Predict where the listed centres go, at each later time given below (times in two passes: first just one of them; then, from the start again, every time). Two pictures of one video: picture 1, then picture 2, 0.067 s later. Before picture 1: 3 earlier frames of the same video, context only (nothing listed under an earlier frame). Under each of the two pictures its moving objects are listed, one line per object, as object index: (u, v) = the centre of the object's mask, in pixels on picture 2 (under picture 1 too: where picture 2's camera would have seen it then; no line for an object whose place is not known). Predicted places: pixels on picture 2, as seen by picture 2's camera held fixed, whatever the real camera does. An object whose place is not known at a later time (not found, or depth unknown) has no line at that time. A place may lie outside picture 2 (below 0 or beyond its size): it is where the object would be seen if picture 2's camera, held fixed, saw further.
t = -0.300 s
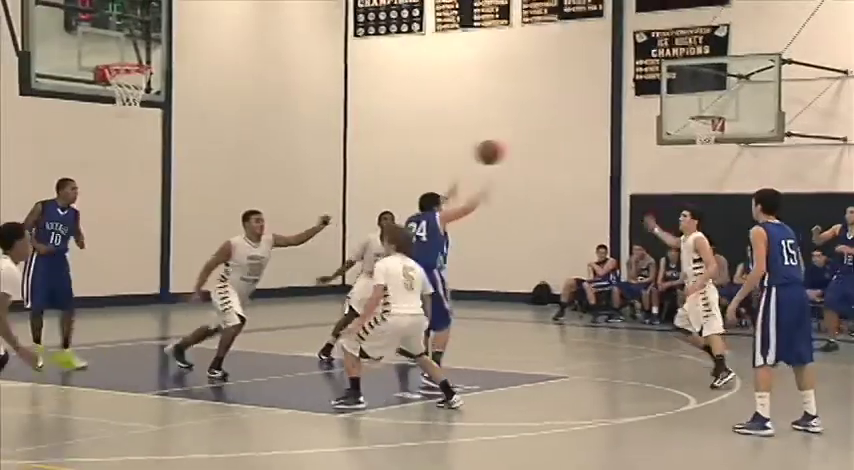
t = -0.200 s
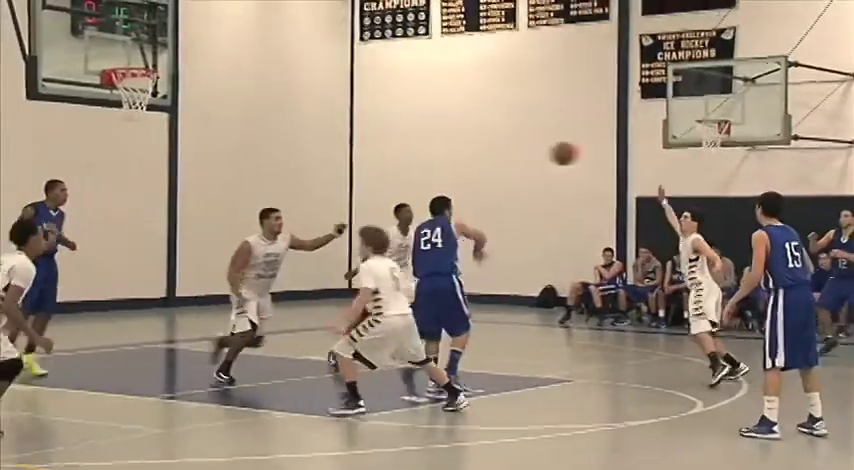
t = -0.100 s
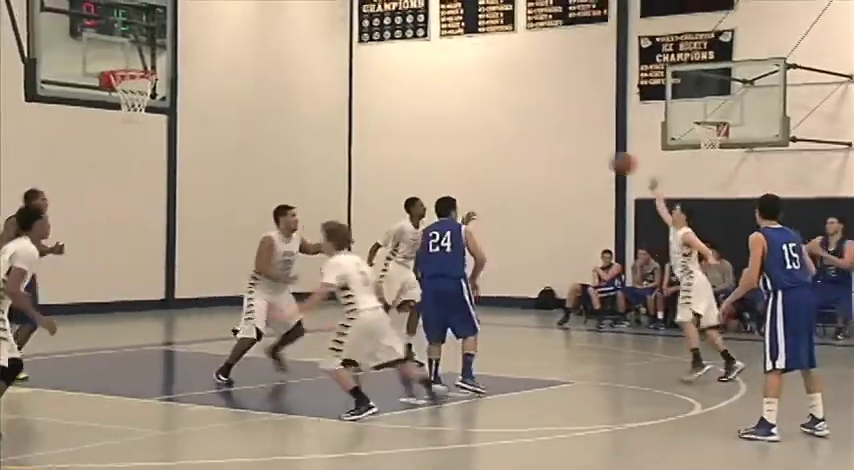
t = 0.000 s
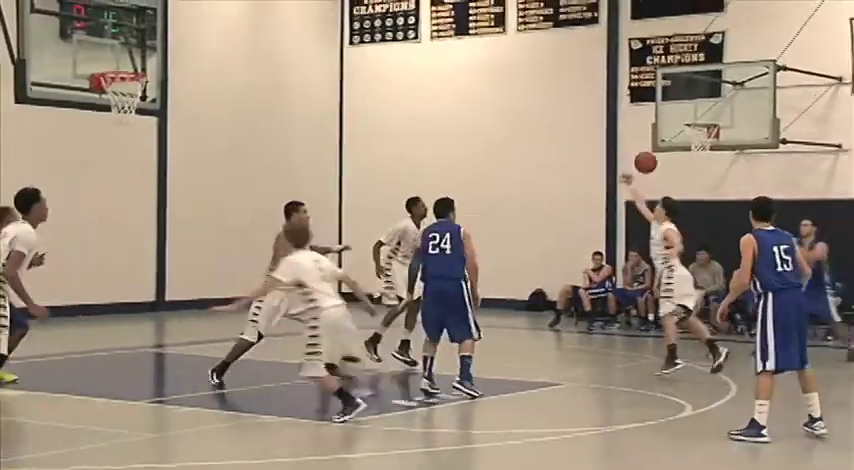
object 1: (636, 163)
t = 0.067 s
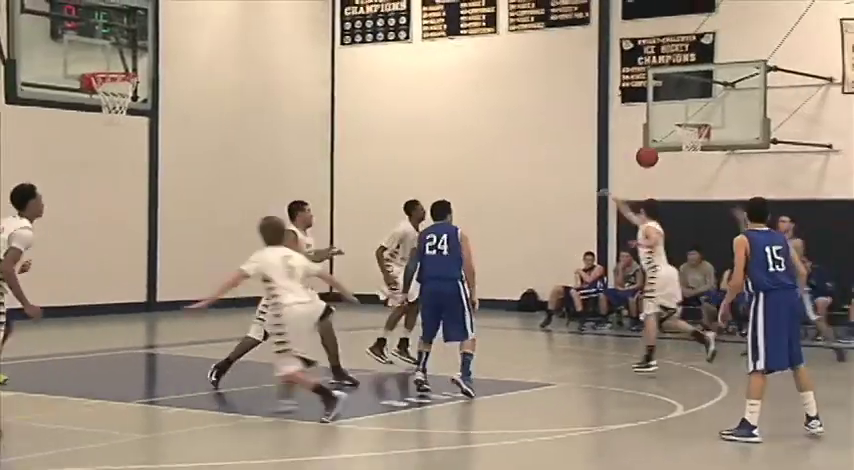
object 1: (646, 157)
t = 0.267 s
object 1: (675, 163)
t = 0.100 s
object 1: (651, 156)
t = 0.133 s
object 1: (656, 156)
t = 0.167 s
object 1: (661, 156)
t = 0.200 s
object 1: (666, 157)
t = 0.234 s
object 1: (670, 159)
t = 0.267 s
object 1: (675, 163)
